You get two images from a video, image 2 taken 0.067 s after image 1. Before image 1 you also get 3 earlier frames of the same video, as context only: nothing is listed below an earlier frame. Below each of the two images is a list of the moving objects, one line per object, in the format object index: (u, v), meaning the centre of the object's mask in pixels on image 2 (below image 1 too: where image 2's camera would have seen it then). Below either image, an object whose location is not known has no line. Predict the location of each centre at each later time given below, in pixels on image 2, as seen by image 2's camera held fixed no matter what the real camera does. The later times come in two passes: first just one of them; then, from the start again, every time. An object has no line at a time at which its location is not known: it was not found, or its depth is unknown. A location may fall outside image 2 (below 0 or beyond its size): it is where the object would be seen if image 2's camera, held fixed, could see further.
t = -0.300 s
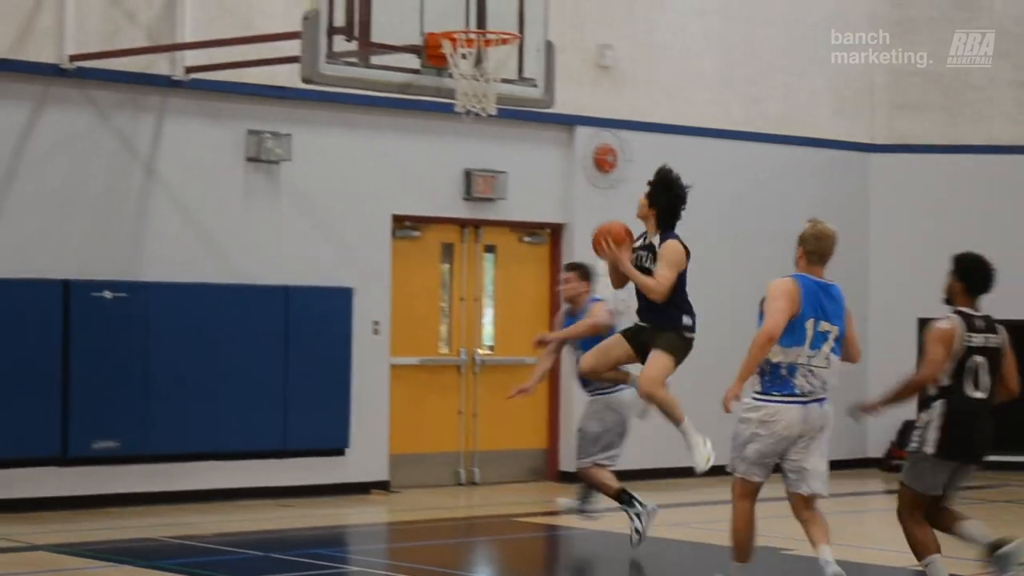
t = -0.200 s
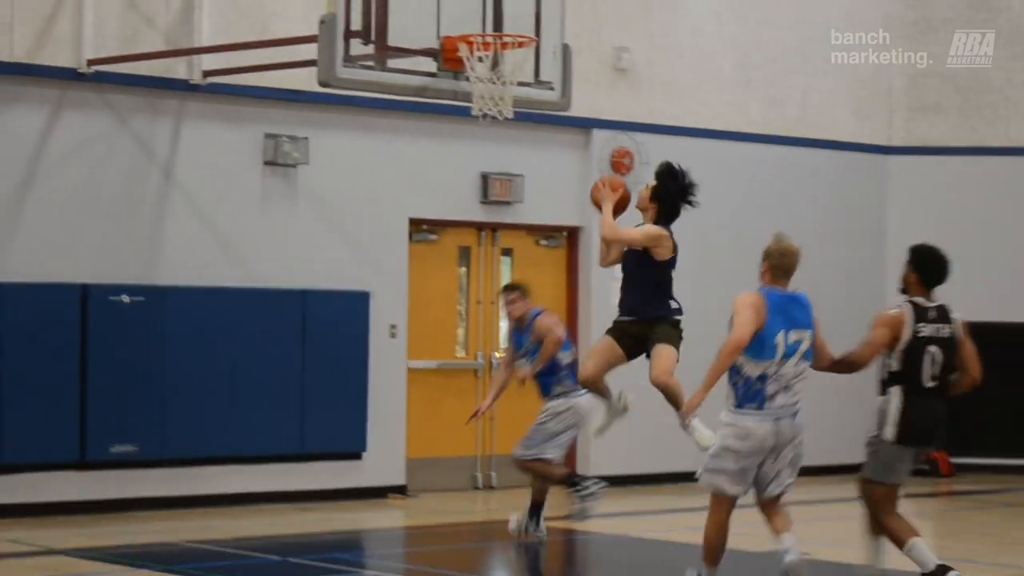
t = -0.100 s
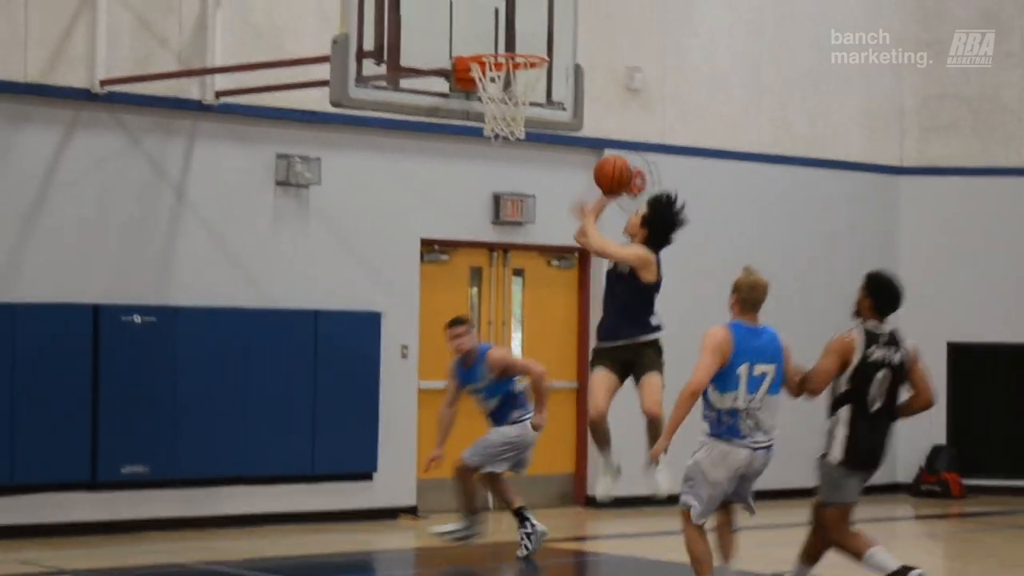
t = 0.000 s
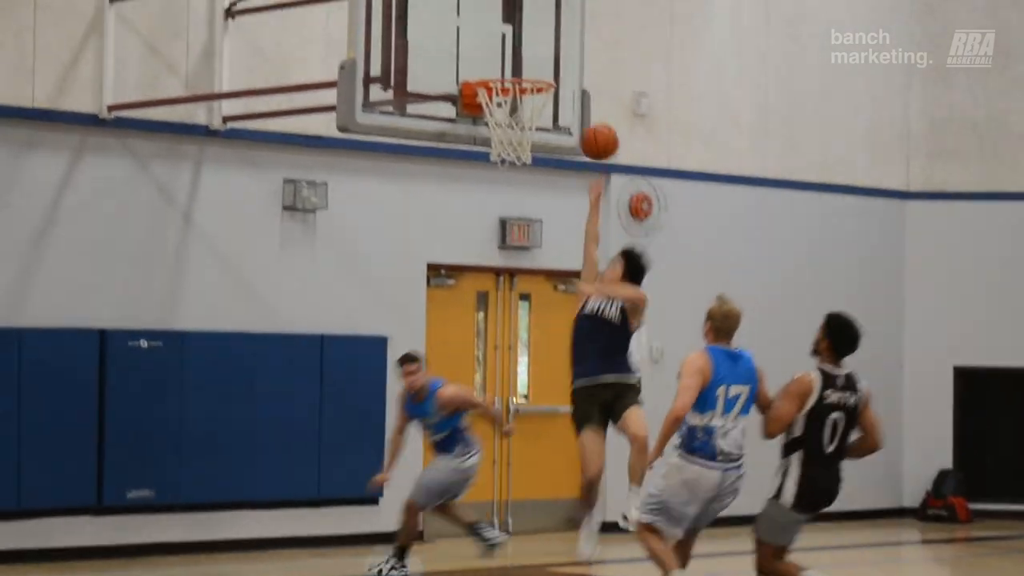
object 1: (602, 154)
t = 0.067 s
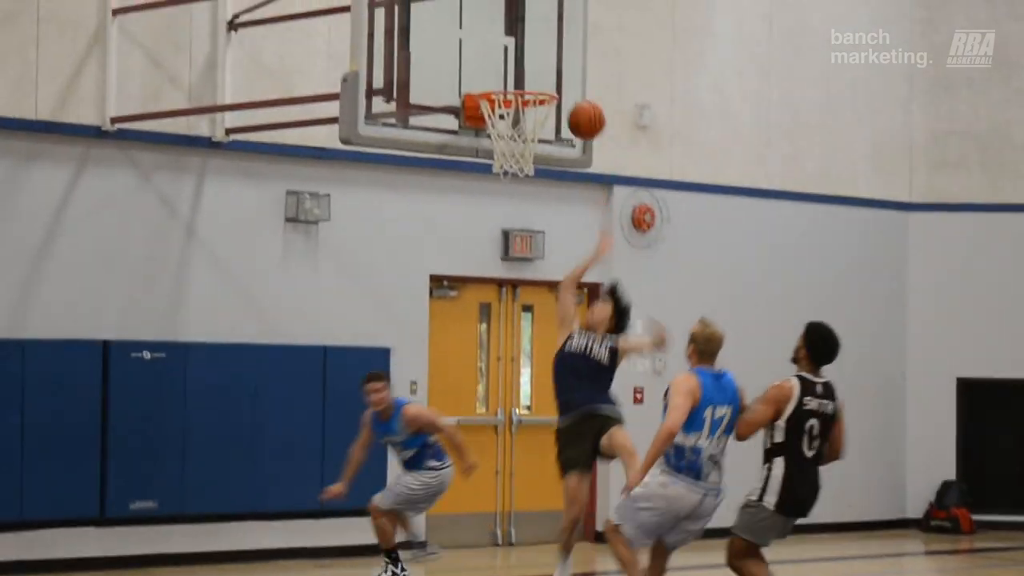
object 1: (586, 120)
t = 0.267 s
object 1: (538, 61)
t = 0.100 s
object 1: (579, 106)
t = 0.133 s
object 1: (571, 93)
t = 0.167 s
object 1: (563, 81)
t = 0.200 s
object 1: (554, 74)
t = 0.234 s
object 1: (546, 66)
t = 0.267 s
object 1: (538, 61)
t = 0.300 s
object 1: (529, 57)
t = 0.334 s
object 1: (521, 55)
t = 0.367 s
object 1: (513, 55)
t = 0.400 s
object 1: (505, 56)
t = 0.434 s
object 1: (505, 56)
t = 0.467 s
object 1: (506, 57)
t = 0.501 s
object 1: (508, 60)
